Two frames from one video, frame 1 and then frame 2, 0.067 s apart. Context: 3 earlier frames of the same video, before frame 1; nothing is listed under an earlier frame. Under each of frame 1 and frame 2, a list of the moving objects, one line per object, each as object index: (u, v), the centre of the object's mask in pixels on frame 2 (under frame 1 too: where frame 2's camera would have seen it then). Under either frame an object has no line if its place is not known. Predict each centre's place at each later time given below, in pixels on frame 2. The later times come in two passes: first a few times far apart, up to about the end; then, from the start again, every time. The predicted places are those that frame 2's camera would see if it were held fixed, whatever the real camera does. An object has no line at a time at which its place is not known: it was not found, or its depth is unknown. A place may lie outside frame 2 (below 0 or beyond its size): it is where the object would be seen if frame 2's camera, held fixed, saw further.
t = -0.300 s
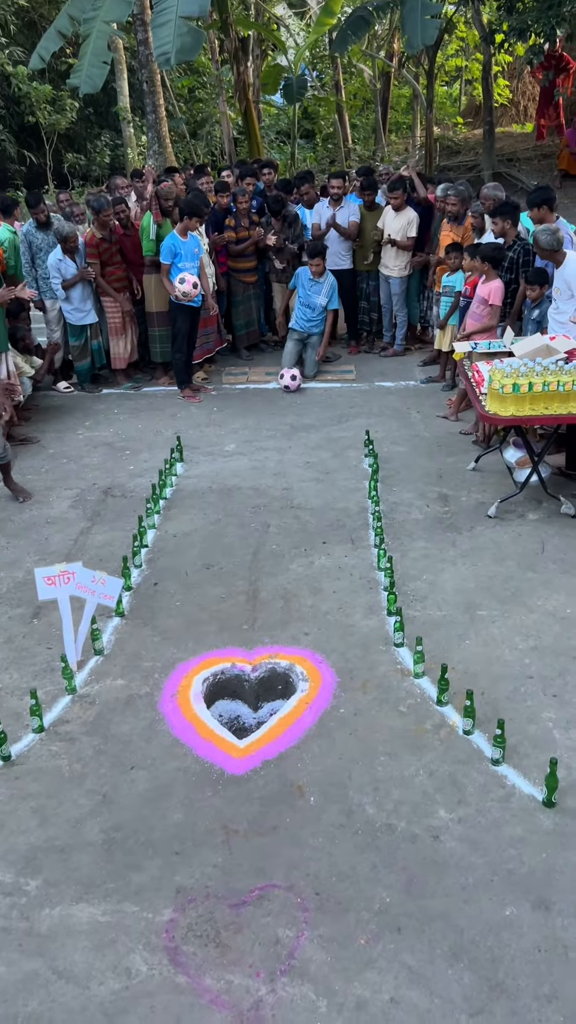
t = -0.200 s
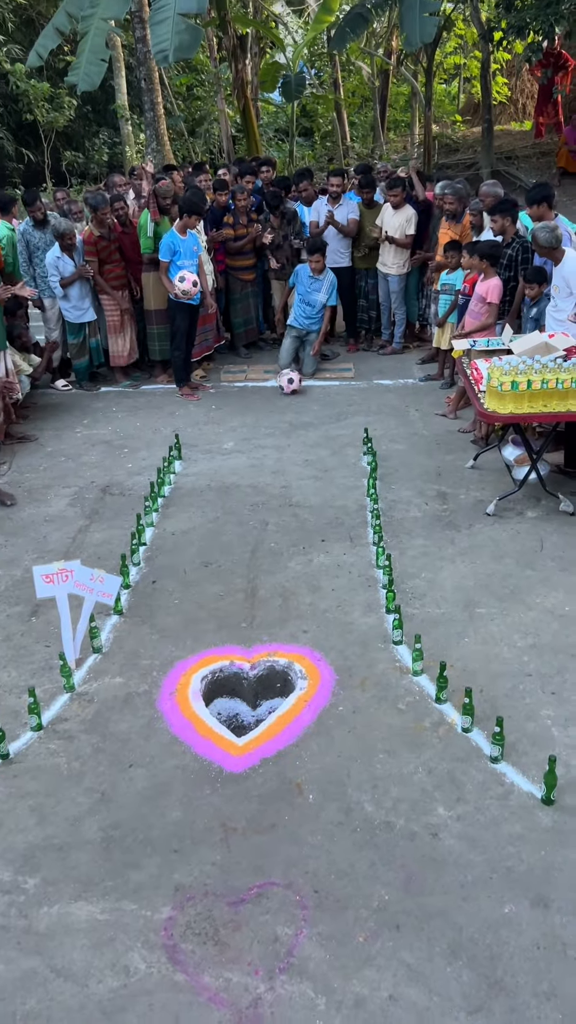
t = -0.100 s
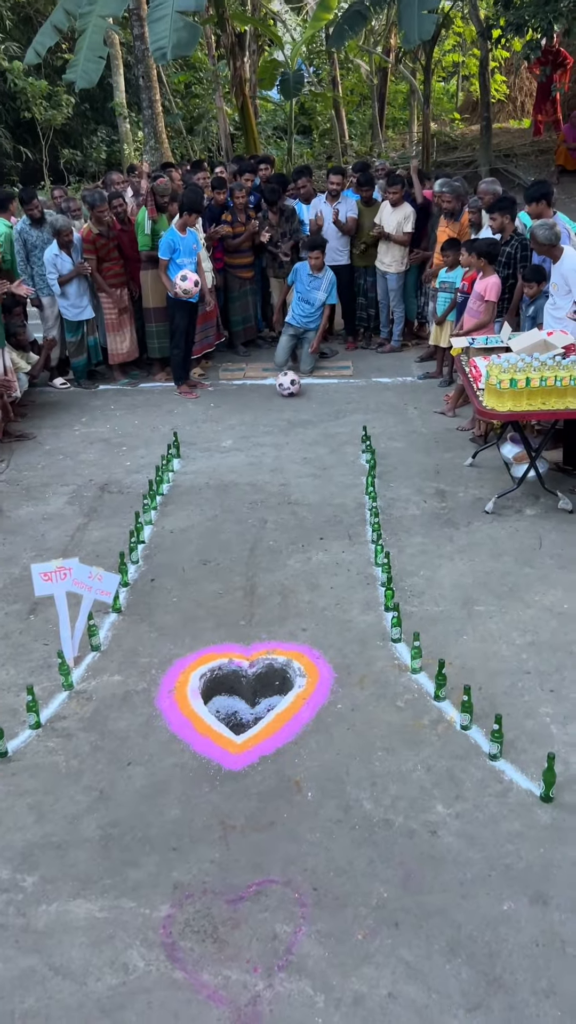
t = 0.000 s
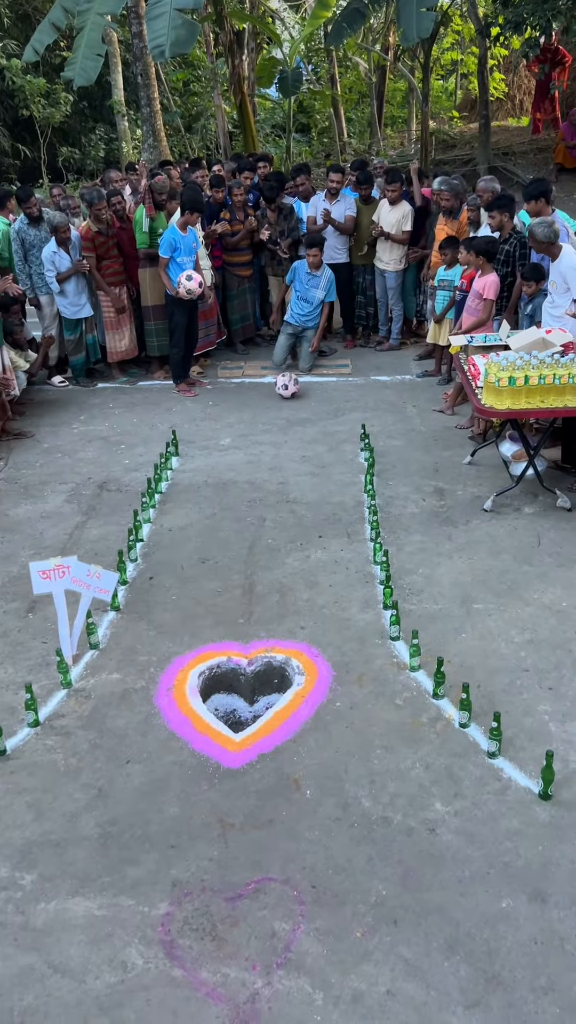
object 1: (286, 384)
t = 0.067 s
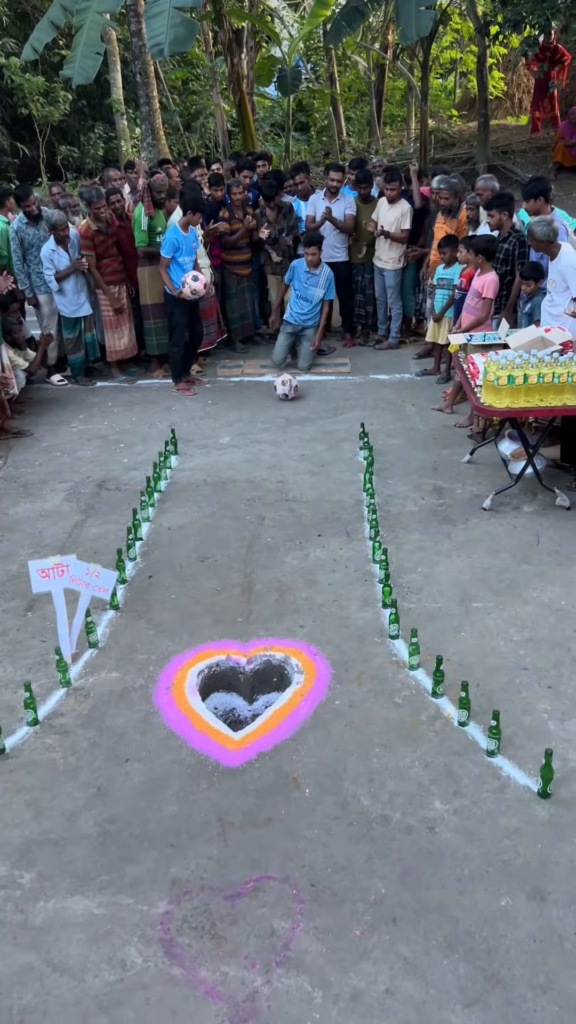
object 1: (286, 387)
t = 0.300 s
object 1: (286, 397)
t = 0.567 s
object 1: (286, 410)
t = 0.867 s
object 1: (285, 422)
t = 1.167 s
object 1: (285, 436)
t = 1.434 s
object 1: (285, 447)
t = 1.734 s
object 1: (284, 462)
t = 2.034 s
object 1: (282, 474)
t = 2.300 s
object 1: (278, 485)
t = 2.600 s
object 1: (273, 498)
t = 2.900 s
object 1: (264, 512)
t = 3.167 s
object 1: (257, 523)
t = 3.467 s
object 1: (246, 536)
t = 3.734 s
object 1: (233, 549)
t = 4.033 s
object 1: (220, 564)
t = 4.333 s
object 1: (207, 577)
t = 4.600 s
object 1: (194, 589)
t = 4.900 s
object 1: (180, 607)
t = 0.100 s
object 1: (286, 388)
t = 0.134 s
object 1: (286, 390)
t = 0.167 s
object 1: (286, 391)
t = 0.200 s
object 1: (286, 392)
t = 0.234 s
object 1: (286, 394)
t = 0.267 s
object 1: (286, 395)
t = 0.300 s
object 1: (286, 397)
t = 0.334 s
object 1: (286, 399)
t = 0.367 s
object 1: (286, 400)
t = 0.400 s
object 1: (286, 402)
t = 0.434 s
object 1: (286, 403)
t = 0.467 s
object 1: (286, 405)
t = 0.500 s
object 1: (286, 407)
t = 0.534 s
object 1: (287, 408)
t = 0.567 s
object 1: (286, 410)
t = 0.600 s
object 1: (286, 410)
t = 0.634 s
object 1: (286, 412)
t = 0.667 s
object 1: (285, 414)
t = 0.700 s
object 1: (285, 415)
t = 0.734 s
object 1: (285, 417)
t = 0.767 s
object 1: (285, 417)
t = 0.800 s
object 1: (285, 419)
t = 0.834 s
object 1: (285, 421)
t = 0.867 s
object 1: (285, 422)
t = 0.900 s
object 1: (285, 424)
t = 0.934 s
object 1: (285, 425)
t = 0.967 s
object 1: (285, 427)
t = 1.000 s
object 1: (285, 428)
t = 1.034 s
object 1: (285, 430)
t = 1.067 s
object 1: (285, 431)
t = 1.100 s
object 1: (285, 433)
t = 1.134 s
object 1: (285, 434)
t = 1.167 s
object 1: (285, 436)
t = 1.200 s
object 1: (285, 437)
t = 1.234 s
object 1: (285, 439)
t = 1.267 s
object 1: (285, 440)
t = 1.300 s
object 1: (285, 441)
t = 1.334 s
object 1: (285, 443)
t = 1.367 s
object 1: (285, 444)
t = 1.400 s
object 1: (285, 445)
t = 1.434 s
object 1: (285, 447)
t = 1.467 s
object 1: (285, 449)
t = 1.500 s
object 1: (285, 450)
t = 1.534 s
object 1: (285, 451)
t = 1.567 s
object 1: (285, 453)
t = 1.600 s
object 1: (285, 455)
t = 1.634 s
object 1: (285, 457)
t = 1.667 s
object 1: (284, 458)
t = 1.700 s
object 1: (284, 460)
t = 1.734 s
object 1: (284, 462)
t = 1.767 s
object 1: (284, 463)
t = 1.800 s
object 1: (284, 464)
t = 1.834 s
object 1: (284, 466)
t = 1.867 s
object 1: (284, 468)
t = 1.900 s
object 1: (283, 469)
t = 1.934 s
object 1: (283, 470)
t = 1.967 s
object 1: (282, 471)
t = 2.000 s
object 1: (282, 472)
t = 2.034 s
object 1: (282, 474)
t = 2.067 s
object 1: (281, 475)
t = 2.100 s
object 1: (281, 476)
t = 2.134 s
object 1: (280, 477)
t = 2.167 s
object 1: (280, 479)
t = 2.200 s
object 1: (279, 480)
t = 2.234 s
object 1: (279, 482)
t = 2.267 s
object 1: (278, 483)
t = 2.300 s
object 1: (278, 485)
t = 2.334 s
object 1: (277, 486)
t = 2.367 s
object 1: (277, 487)
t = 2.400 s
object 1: (276, 489)
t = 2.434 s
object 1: (276, 490)
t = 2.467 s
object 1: (275, 492)
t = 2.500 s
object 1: (275, 494)
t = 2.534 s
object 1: (274, 495)
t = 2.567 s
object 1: (273, 497)
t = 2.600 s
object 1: (273, 498)
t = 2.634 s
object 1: (272, 499)
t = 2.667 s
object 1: (271, 501)
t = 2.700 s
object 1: (270, 503)
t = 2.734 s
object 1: (268, 504)
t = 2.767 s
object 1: (268, 506)
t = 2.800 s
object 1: (267, 507)
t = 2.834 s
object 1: (266, 509)
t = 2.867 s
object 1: (265, 510)
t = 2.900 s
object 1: (264, 512)
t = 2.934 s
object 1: (263, 513)
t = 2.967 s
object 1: (263, 514)
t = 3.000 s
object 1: (262, 516)
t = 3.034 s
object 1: (261, 518)
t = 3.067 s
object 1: (260, 519)
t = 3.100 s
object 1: (259, 520)
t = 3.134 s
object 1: (258, 522)
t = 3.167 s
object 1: (257, 523)
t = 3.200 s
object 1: (256, 524)
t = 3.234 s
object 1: (255, 526)
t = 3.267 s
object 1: (254, 527)
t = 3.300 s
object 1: (252, 528)
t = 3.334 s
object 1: (251, 530)
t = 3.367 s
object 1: (250, 531)
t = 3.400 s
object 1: (249, 533)
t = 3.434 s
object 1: (248, 534)
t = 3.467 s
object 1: (246, 536)
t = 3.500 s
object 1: (244, 537)
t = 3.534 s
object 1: (243, 538)
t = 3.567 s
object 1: (241, 540)
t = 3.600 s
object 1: (240, 542)
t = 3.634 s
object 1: (238, 543)
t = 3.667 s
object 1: (236, 545)
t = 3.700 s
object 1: (235, 547)
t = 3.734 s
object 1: (233, 549)
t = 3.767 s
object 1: (231, 551)
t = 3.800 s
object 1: (230, 553)
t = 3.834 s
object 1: (229, 555)
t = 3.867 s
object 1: (227, 556)
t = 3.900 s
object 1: (226, 558)
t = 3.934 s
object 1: (224, 560)
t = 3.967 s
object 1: (223, 561)
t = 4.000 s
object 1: (221, 563)
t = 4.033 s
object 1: (220, 564)
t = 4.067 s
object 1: (219, 566)
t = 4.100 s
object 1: (217, 568)
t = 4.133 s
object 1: (216, 569)
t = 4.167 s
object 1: (214, 570)
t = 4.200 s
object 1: (213, 571)
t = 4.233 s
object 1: (211, 573)
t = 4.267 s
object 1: (210, 574)
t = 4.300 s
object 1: (208, 576)
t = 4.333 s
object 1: (207, 577)
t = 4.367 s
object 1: (205, 578)
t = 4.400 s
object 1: (204, 579)
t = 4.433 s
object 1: (202, 581)
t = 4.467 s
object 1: (201, 583)
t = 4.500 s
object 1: (199, 584)
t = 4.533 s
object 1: (198, 586)
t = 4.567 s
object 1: (196, 587)
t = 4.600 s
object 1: (194, 589)
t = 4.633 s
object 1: (192, 591)
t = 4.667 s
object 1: (191, 592)
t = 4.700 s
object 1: (189, 595)
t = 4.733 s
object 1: (188, 597)
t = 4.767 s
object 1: (186, 599)
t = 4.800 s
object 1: (184, 602)
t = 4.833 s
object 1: (183, 604)
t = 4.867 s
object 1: (181, 606)
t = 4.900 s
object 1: (180, 607)
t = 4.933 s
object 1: (178, 609)
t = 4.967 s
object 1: (176, 611)
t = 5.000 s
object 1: (174, 614)
